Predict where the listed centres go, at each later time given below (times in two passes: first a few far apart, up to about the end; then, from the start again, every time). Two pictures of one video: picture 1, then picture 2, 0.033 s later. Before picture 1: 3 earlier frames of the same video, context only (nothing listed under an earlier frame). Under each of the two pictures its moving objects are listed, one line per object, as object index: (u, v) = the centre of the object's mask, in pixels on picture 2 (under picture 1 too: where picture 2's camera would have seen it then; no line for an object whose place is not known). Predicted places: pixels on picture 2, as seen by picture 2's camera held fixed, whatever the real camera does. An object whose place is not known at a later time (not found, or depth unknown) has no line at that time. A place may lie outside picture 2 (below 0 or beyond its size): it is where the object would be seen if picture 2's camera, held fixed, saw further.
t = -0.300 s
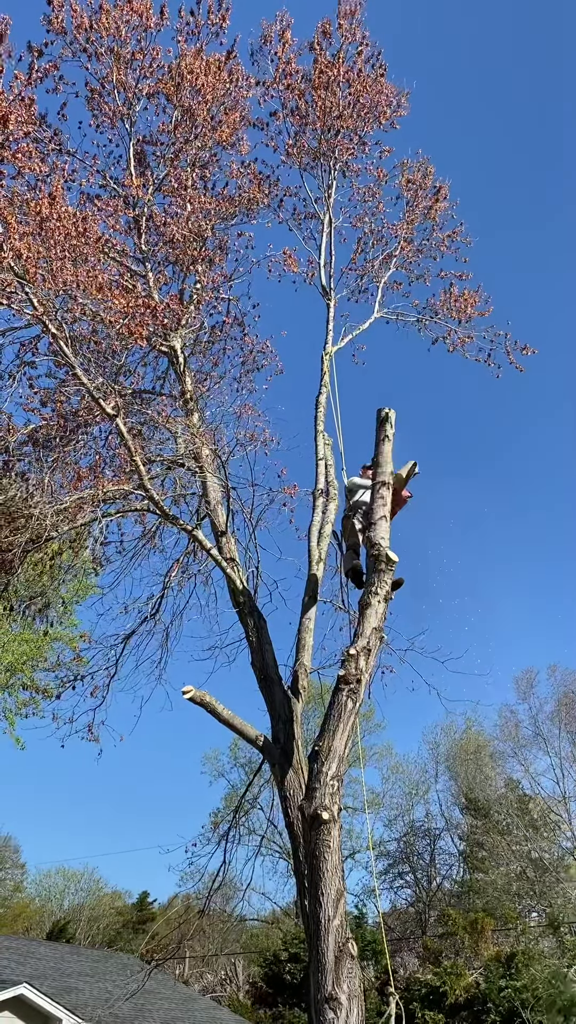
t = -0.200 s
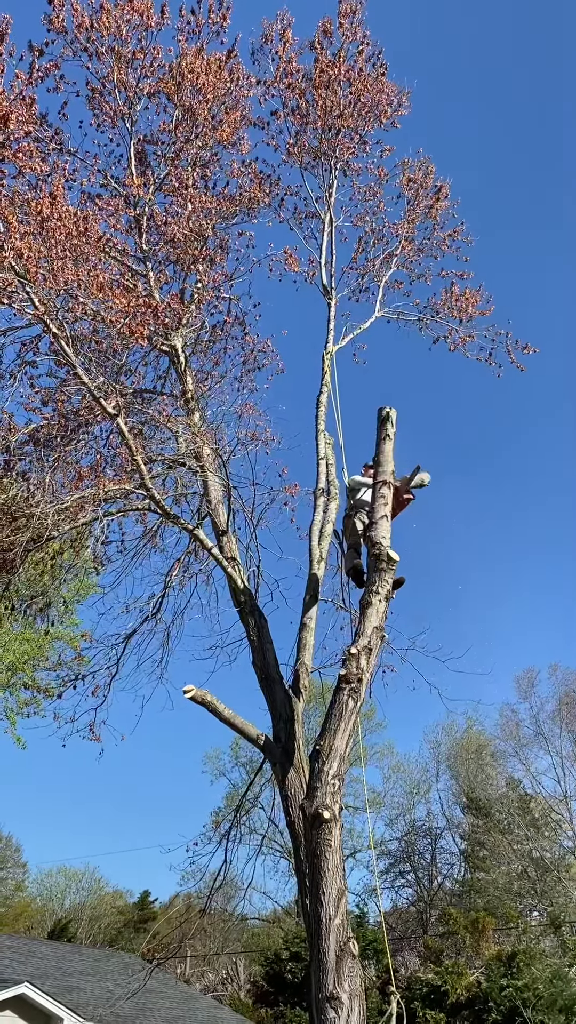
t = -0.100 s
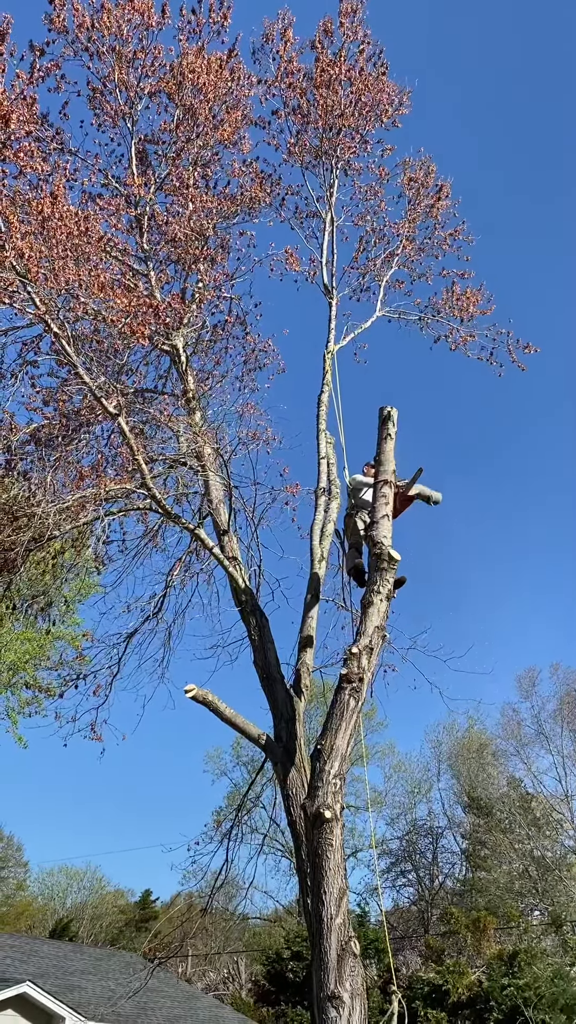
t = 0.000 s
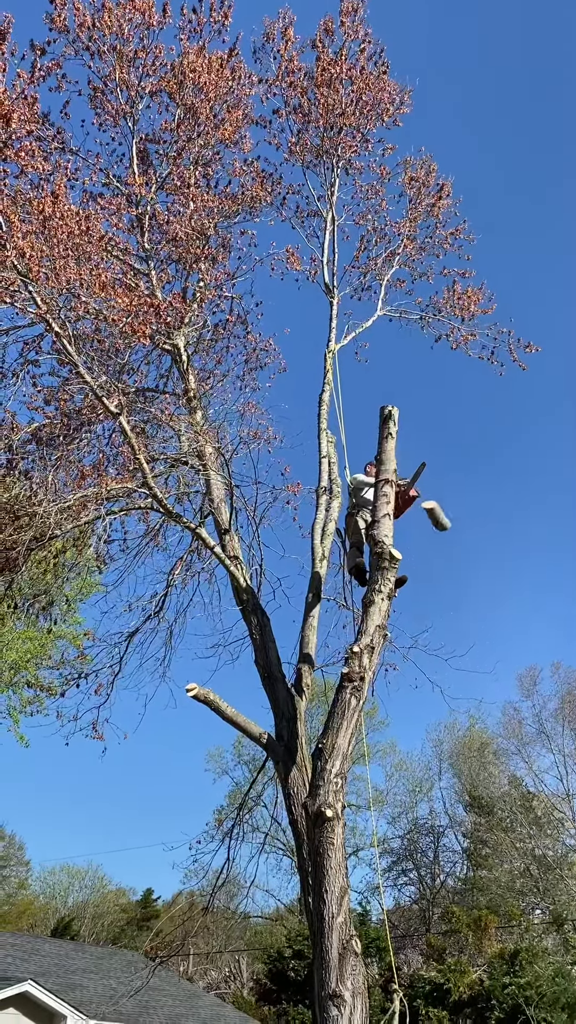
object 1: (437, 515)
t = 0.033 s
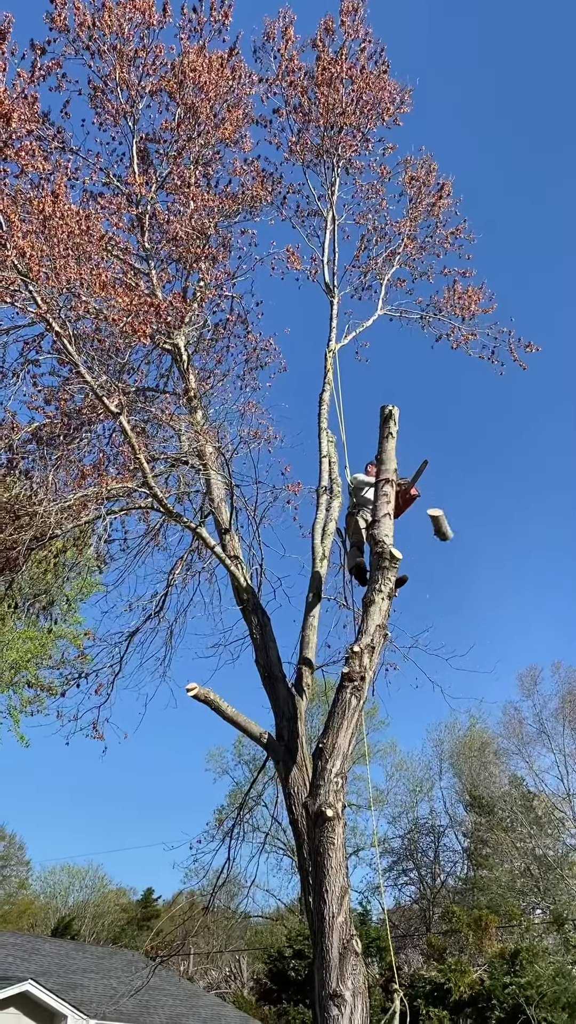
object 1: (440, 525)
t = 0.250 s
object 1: (465, 614)
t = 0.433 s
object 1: (489, 736)
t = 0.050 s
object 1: (442, 530)
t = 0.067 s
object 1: (443, 535)
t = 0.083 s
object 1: (445, 541)
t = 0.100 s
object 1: (447, 546)
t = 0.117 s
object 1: (449, 552)
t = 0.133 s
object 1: (451, 559)
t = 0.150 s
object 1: (453, 566)
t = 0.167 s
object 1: (454, 573)
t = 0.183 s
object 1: (456, 580)
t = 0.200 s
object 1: (458, 588)
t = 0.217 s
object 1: (461, 596)
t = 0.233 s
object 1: (462, 605)
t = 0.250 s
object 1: (465, 614)
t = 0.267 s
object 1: (466, 622)
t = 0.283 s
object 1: (469, 632)
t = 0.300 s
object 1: (471, 642)
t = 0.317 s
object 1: (473, 652)
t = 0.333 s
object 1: (475, 663)
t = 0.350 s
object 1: (477, 674)
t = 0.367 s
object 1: (479, 686)
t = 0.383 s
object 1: (482, 698)
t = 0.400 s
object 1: (484, 710)
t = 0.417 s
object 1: (486, 723)
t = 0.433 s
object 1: (489, 736)
